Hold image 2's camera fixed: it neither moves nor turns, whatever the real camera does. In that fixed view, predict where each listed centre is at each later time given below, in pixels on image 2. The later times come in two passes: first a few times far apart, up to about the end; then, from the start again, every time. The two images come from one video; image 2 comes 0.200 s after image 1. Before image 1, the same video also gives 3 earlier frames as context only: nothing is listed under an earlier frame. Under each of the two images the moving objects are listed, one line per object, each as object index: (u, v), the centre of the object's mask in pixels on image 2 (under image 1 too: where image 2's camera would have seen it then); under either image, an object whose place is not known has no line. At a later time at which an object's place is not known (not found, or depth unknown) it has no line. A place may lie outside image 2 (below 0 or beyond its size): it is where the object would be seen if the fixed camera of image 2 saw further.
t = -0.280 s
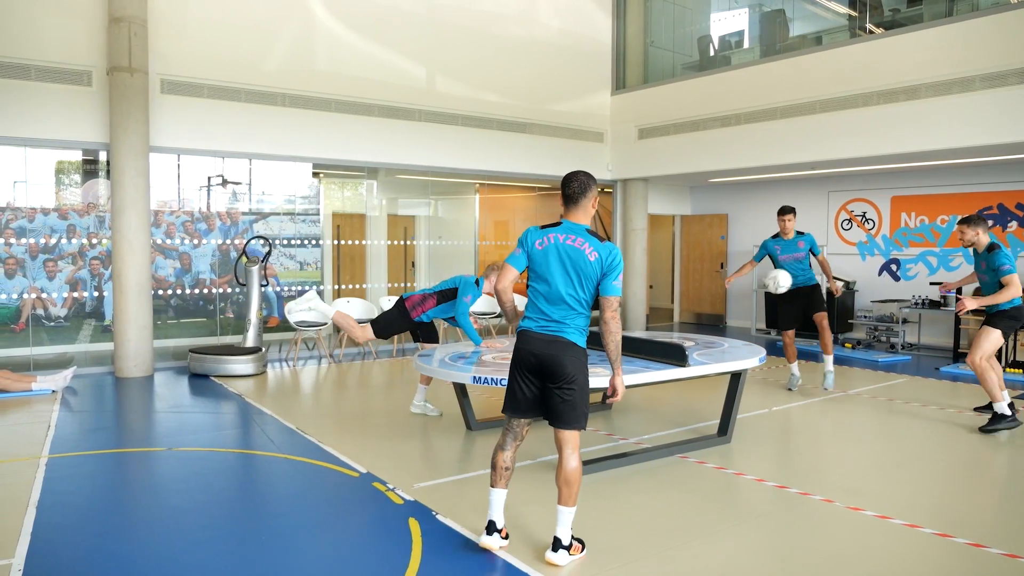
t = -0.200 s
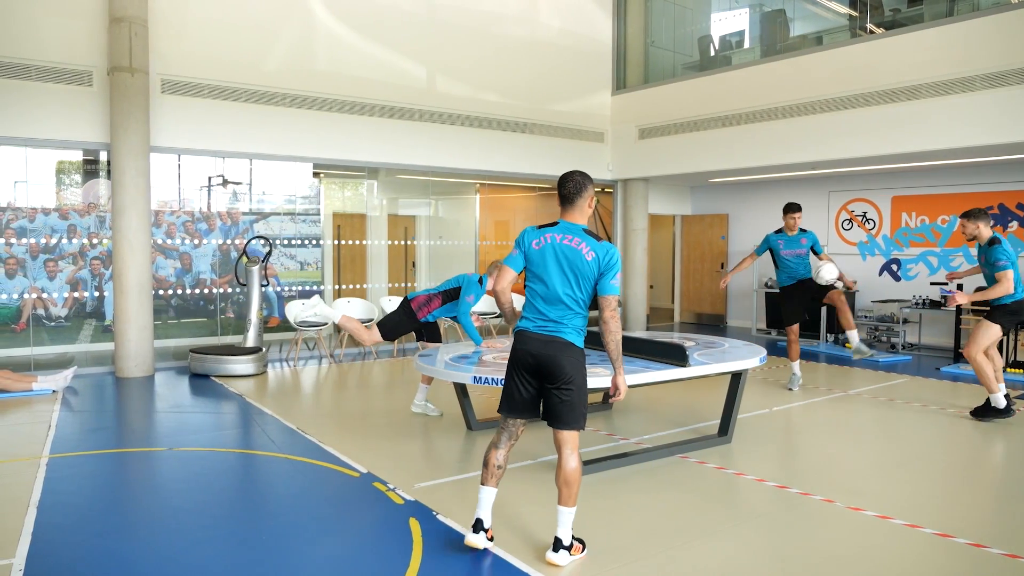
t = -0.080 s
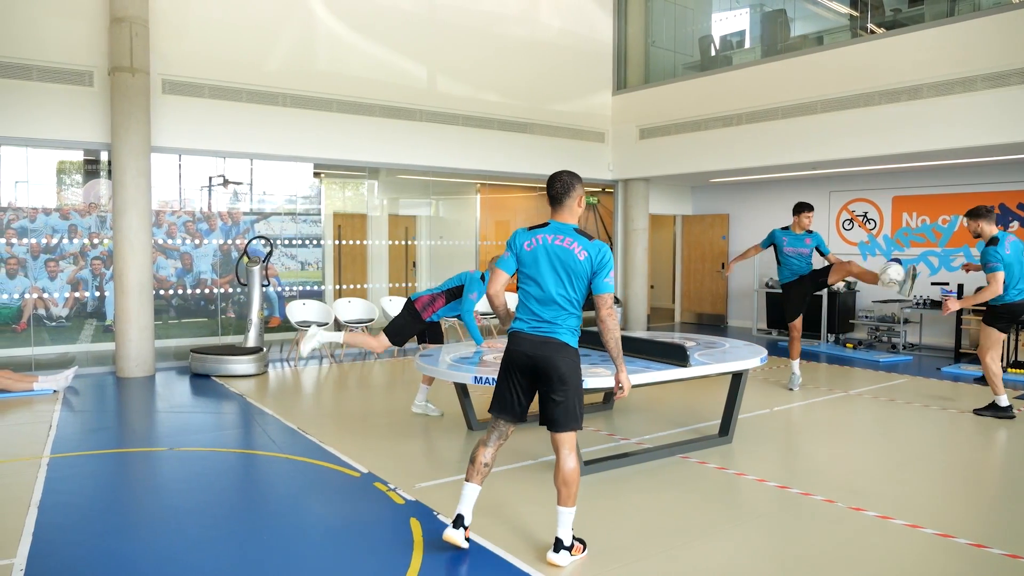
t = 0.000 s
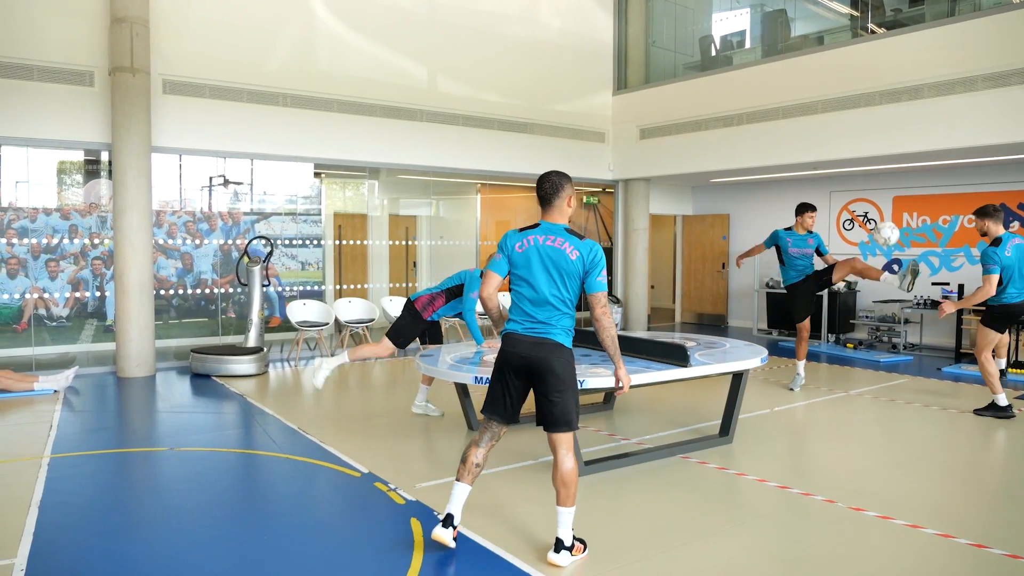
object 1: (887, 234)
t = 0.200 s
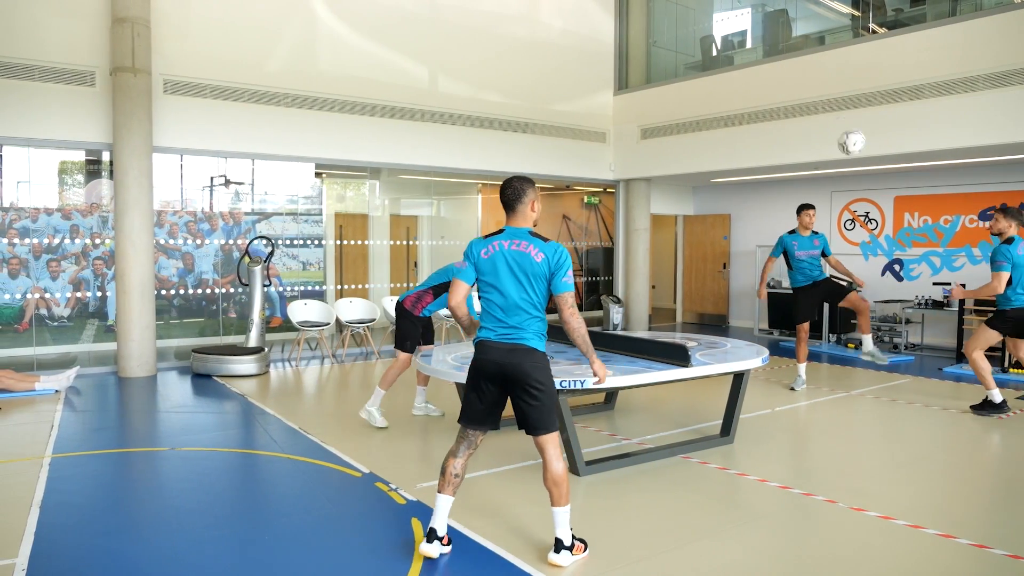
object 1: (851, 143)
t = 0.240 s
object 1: (843, 129)
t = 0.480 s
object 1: (792, 82)
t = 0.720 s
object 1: (732, 106)
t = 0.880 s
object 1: (689, 168)
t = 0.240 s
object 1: (843, 129)
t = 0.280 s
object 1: (836, 116)
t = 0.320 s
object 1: (827, 106)
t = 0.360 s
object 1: (819, 97)
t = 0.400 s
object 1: (810, 90)
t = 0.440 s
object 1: (801, 85)
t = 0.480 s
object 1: (792, 82)
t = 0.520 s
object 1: (783, 81)
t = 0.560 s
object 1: (773, 81)
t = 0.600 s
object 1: (764, 84)
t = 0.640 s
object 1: (754, 89)
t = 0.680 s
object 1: (743, 96)
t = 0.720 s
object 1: (732, 106)
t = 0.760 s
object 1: (722, 117)
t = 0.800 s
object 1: (711, 131)
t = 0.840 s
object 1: (700, 149)
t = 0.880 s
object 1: (689, 168)
